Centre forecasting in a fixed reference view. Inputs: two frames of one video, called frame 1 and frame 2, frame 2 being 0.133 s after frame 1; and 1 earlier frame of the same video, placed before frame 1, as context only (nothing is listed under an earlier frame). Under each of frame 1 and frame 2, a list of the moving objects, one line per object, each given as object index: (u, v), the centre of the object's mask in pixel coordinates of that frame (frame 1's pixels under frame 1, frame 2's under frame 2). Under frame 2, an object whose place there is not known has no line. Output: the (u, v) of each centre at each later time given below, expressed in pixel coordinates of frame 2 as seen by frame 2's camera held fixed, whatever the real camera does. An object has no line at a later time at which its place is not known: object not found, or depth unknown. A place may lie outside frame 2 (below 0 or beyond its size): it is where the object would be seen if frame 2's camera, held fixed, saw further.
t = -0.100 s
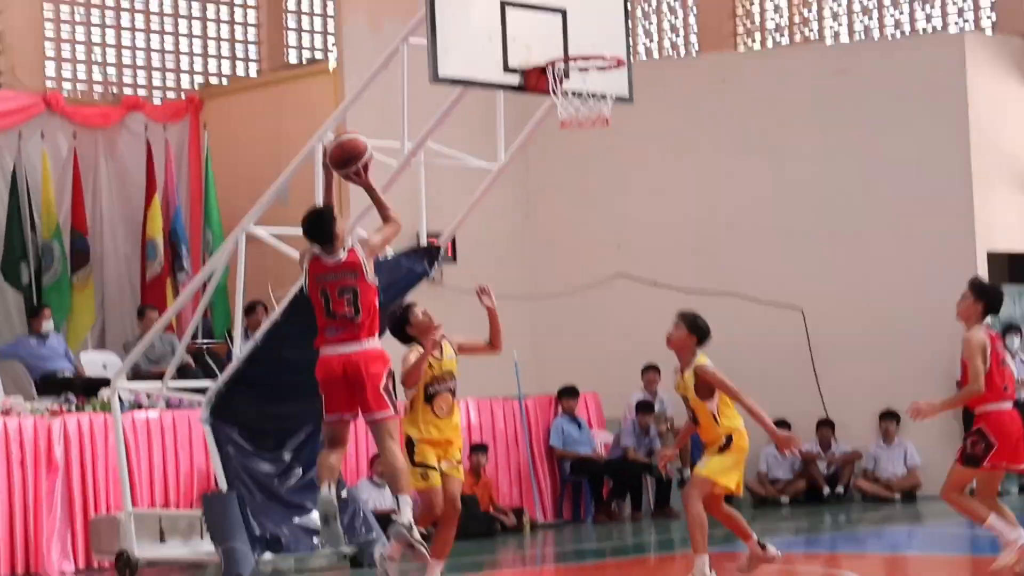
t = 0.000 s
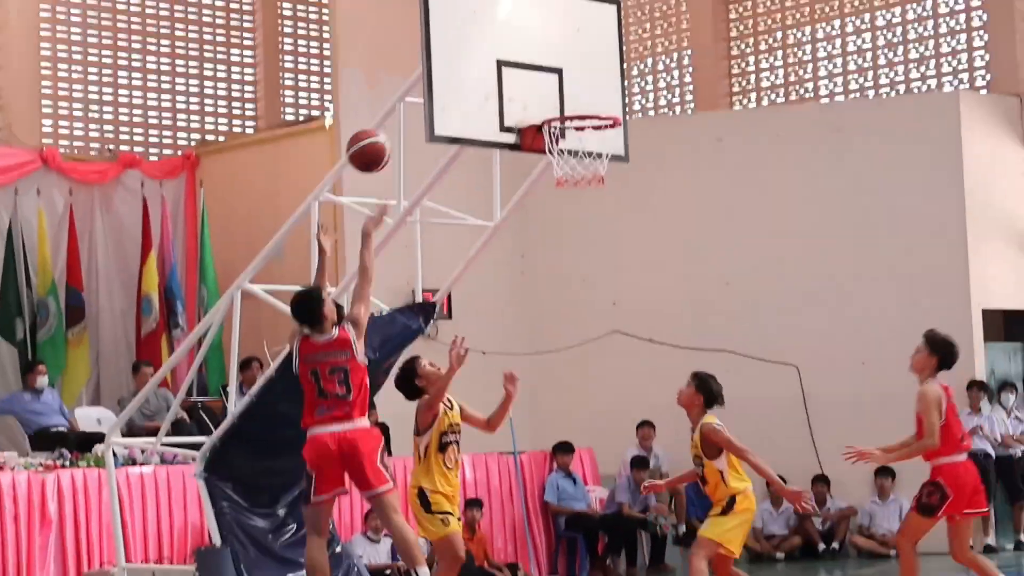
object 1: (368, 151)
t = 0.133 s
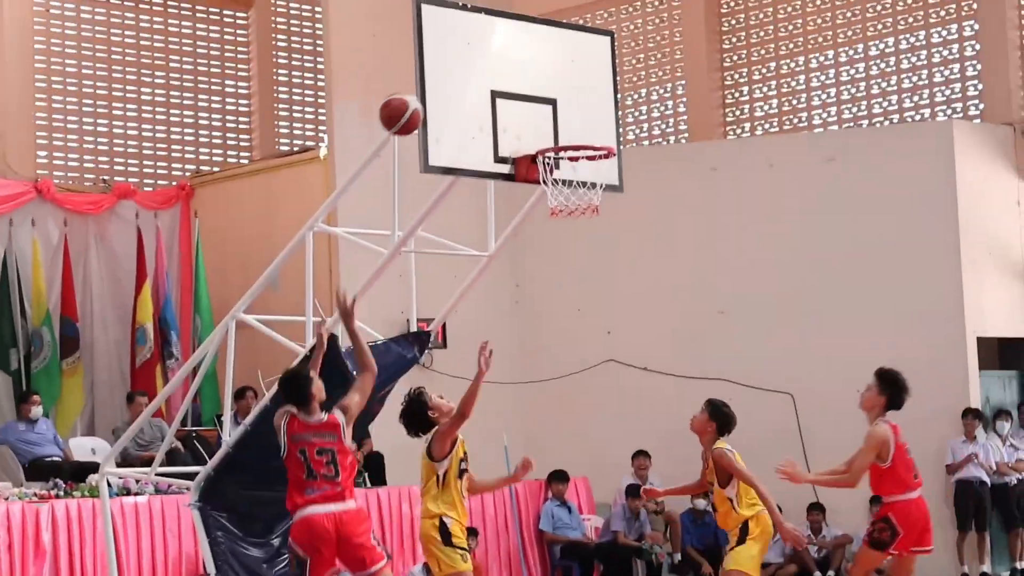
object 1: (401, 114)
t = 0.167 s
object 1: (414, 94)
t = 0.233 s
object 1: (433, 77)
